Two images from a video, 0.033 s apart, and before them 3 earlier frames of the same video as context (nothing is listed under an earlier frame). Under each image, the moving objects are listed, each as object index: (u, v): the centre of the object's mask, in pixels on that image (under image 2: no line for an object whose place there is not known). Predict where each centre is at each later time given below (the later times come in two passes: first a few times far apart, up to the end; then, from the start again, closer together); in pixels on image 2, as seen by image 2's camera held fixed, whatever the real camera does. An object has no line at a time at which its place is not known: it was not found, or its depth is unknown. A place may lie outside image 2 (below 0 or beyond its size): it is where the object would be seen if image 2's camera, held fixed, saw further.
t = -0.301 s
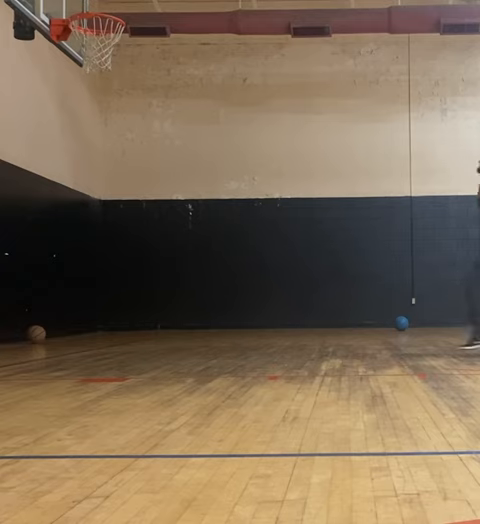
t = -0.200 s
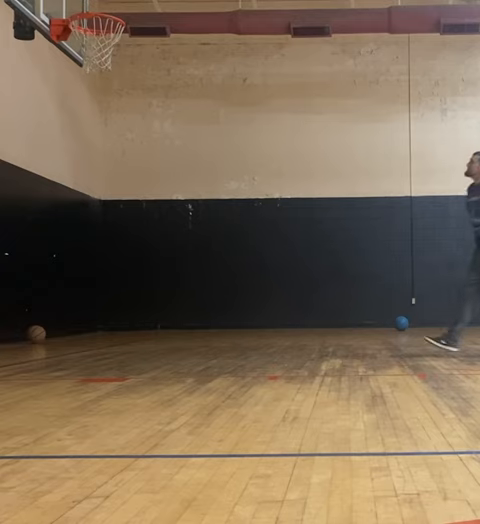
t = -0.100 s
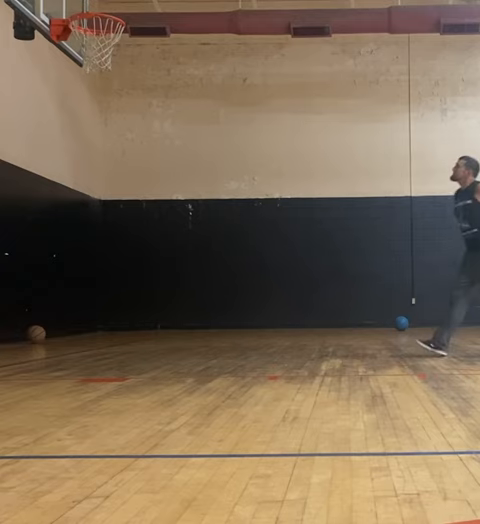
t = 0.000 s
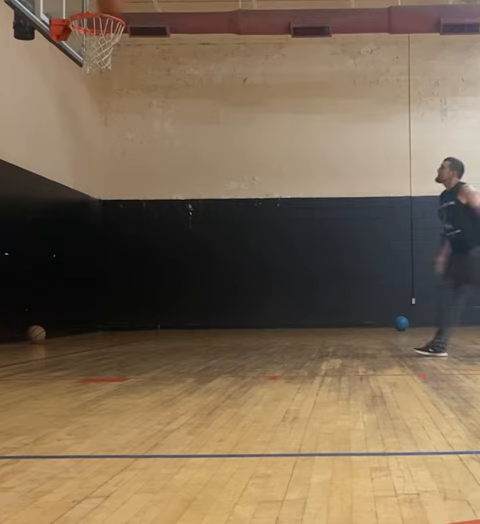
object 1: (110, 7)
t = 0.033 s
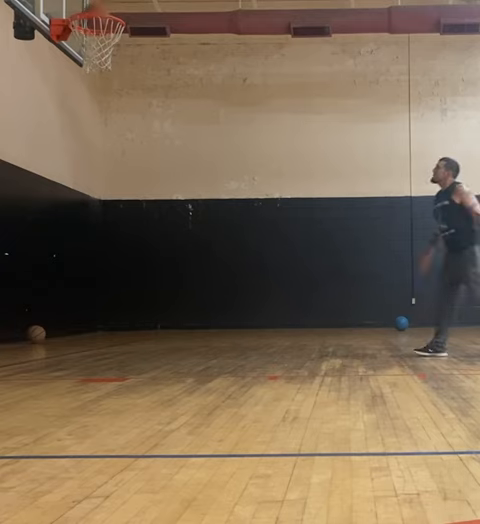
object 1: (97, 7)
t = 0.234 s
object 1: (92, 92)
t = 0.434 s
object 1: (108, 198)
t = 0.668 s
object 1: (127, 332)
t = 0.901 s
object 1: (165, 224)
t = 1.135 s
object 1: (204, 173)
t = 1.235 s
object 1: (220, 168)
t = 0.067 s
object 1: (82, 30)
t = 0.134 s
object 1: (86, 60)
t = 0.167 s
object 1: (87, 66)
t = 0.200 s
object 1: (90, 79)
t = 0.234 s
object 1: (92, 92)
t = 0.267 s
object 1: (95, 107)
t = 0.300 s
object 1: (97, 123)
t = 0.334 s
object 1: (100, 140)
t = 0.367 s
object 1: (103, 158)
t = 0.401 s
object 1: (106, 176)
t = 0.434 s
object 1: (108, 198)
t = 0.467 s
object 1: (110, 218)
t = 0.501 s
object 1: (113, 240)
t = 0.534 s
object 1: (114, 263)
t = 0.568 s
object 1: (117, 286)
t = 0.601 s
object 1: (119, 312)
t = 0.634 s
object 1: (122, 335)
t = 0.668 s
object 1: (127, 332)
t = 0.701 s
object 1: (131, 314)
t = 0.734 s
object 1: (137, 295)
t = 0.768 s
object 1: (143, 278)
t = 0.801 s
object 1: (149, 263)
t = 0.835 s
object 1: (154, 249)
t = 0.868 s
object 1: (160, 236)
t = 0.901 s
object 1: (165, 224)
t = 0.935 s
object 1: (172, 213)
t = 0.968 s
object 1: (176, 204)
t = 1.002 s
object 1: (182, 195)
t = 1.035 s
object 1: (187, 187)
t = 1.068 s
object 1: (193, 181)
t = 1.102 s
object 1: (199, 176)
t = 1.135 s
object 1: (204, 173)
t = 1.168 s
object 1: (209, 170)
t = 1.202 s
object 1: (215, 168)
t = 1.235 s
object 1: (220, 168)
